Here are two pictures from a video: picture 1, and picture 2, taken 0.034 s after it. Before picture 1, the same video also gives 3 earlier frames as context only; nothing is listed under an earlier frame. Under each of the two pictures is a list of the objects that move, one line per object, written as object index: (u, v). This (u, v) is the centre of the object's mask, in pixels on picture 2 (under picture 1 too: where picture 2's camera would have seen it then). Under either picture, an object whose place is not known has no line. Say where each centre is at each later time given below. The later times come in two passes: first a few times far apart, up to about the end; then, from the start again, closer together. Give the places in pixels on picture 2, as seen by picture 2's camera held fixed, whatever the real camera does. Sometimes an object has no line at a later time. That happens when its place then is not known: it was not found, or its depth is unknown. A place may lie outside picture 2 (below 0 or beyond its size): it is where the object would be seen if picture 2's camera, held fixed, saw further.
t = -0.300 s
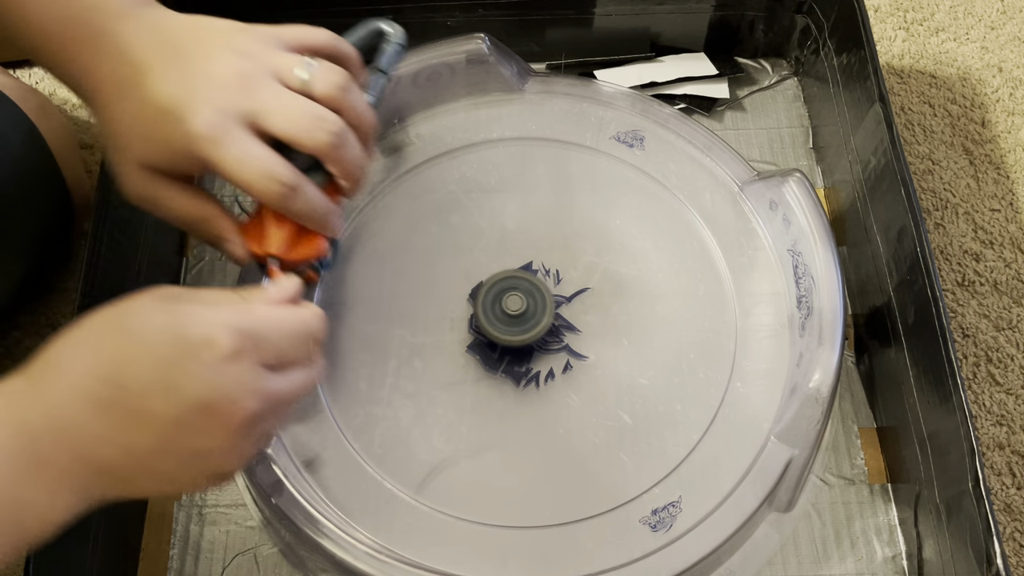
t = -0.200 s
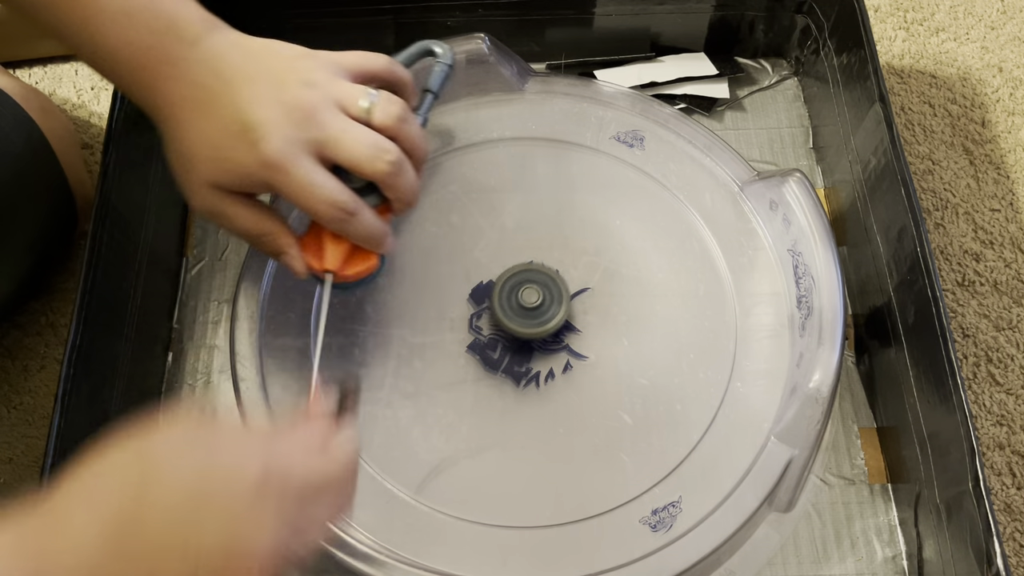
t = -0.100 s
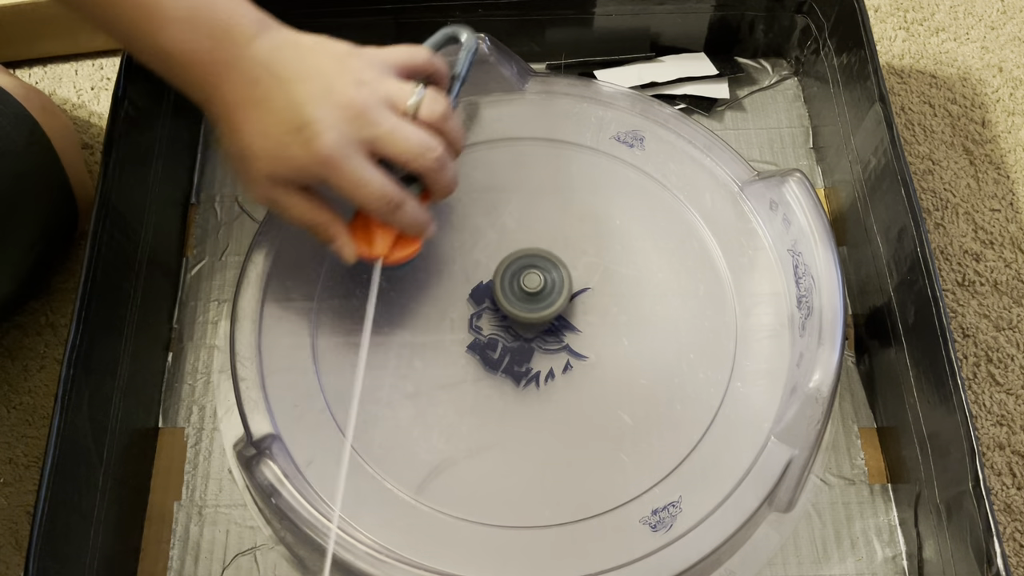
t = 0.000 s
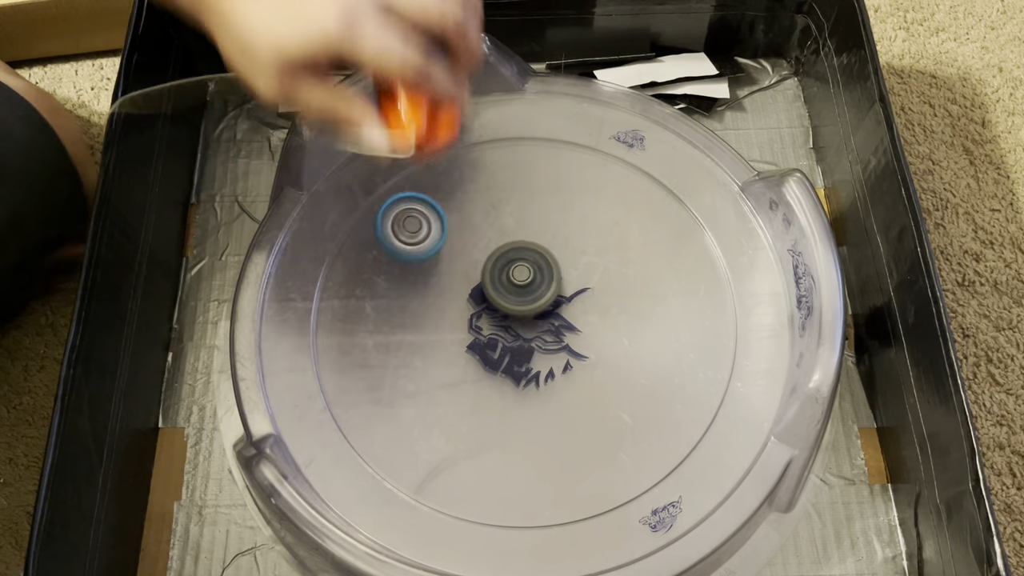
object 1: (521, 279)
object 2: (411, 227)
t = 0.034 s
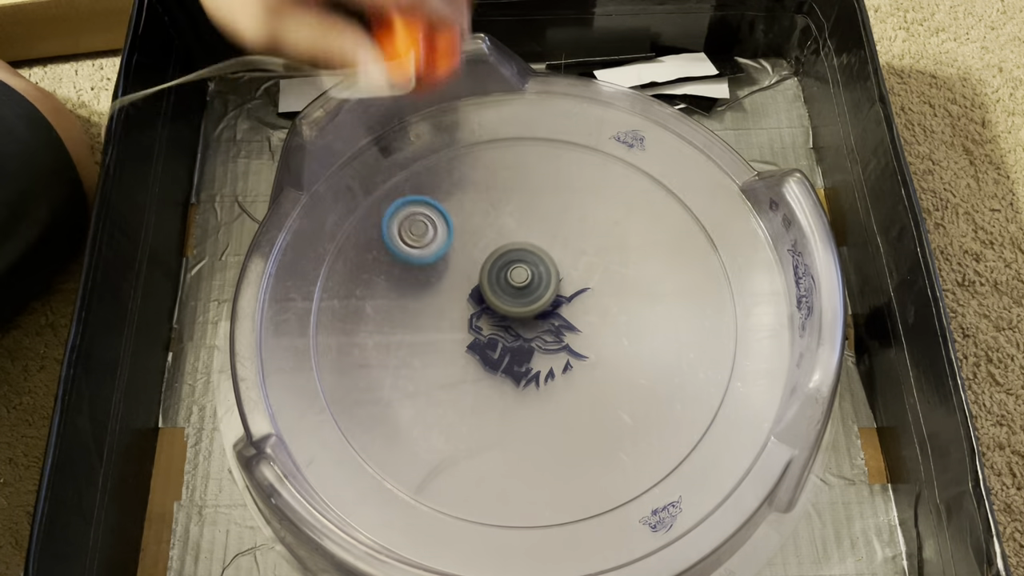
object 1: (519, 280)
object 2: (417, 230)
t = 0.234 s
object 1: (514, 302)
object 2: (465, 213)
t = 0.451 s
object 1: (541, 298)
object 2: (445, 197)
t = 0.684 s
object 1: (557, 291)
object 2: (518, 208)
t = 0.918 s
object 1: (543, 287)
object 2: (468, 232)
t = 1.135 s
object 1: (710, 383)
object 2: (359, 262)
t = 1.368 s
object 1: (706, 284)
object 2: (627, 311)
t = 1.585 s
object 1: (649, 219)
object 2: (495, 140)
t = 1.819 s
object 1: (566, 248)
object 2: (379, 362)
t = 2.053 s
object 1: (540, 330)
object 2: (720, 349)
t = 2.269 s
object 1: (576, 376)
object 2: (508, 133)
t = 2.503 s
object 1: (609, 373)
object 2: (371, 384)
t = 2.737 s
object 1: (595, 353)
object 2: (708, 406)
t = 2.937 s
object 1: (554, 355)
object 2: (630, 160)
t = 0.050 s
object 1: (517, 282)
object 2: (421, 234)
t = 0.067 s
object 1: (515, 283)
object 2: (423, 233)
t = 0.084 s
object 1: (513, 285)
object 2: (425, 234)
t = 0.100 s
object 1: (512, 286)
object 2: (429, 236)
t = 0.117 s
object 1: (511, 288)
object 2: (433, 237)
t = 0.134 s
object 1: (510, 291)
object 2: (439, 237)
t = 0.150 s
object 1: (509, 293)
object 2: (444, 236)
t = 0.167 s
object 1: (509, 295)
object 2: (449, 234)
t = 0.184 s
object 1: (509, 297)
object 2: (454, 230)
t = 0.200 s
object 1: (510, 299)
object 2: (459, 225)
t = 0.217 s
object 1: (512, 301)
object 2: (463, 219)
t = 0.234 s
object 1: (514, 302)
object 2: (465, 213)
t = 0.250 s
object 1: (516, 304)
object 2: (466, 206)
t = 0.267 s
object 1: (519, 305)
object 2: (465, 199)
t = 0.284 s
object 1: (521, 306)
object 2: (463, 193)
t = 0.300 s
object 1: (524, 307)
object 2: (459, 187)
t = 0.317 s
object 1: (526, 307)
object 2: (454, 184)
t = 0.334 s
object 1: (529, 307)
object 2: (450, 182)
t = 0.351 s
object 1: (531, 306)
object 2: (446, 181)
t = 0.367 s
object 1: (534, 306)
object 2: (445, 182)
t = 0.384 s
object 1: (536, 304)
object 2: (444, 183)
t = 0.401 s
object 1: (538, 303)
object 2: (444, 184)
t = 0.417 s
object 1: (539, 301)
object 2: (444, 187)
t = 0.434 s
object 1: (540, 299)
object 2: (444, 191)
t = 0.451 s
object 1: (541, 298)
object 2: (445, 197)
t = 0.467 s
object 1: (542, 296)
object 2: (445, 204)
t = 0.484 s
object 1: (542, 294)
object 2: (446, 212)
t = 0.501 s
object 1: (542, 293)
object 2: (450, 221)
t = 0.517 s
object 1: (541, 291)
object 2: (456, 230)
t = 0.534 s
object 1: (540, 289)
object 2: (465, 238)
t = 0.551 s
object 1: (539, 289)
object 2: (474, 243)
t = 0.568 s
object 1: (543, 292)
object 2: (479, 242)
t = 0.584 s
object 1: (548, 294)
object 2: (484, 241)
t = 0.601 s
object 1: (550, 295)
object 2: (491, 238)
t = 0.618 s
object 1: (552, 296)
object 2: (498, 234)
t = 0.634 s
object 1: (553, 295)
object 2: (504, 229)
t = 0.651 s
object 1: (555, 294)
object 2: (510, 222)
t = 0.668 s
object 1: (556, 293)
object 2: (514, 216)
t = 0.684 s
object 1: (557, 291)
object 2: (518, 208)
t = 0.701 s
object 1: (558, 290)
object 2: (518, 201)
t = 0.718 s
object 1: (558, 288)
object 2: (518, 194)
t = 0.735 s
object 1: (559, 286)
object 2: (516, 187)
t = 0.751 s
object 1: (559, 285)
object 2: (512, 181)
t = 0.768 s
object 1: (558, 284)
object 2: (506, 177)
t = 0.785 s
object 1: (557, 284)
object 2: (499, 175)
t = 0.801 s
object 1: (555, 283)
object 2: (491, 174)
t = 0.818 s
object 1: (553, 283)
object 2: (484, 176)
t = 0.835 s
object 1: (551, 283)
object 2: (477, 181)
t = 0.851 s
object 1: (550, 283)
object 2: (471, 188)
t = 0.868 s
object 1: (548, 283)
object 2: (466, 198)
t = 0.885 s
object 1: (546, 284)
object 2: (463, 208)
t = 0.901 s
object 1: (544, 285)
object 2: (464, 220)
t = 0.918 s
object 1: (543, 287)
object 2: (468, 232)
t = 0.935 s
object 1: (542, 289)
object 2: (474, 243)
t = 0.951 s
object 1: (555, 303)
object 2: (468, 240)
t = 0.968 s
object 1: (580, 325)
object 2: (445, 224)
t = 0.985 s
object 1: (599, 341)
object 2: (427, 211)
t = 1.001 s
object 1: (618, 357)
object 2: (411, 202)
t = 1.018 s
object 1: (635, 369)
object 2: (396, 196)
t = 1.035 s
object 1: (650, 378)
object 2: (383, 193)
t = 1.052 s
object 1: (663, 384)
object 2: (372, 195)
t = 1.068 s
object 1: (677, 388)
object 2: (363, 202)
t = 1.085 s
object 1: (686, 390)
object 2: (358, 215)
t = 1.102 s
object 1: (696, 390)
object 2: (356, 230)
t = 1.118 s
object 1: (703, 388)
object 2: (356, 245)
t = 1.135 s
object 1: (710, 383)
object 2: (359, 262)
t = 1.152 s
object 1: (717, 378)
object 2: (365, 278)
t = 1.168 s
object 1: (723, 372)
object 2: (374, 296)
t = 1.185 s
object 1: (728, 366)
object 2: (387, 315)
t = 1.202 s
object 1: (730, 359)
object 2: (402, 331)
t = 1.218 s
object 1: (727, 347)
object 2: (421, 346)
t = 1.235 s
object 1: (725, 336)
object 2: (443, 357)
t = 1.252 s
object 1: (722, 326)
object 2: (466, 365)
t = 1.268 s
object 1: (719, 319)
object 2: (491, 369)
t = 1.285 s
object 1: (717, 311)
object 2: (516, 370)
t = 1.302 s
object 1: (715, 305)
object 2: (541, 365)
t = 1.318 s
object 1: (713, 298)
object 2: (566, 357)
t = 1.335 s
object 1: (710, 293)
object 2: (591, 345)
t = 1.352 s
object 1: (708, 288)
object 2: (610, 330)
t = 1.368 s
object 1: (706, 284)
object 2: (627, 311)
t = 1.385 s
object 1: (716, 275)
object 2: (628, 296)
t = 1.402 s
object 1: (723, 265)
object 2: (628, 279)
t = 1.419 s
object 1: (721, 257)
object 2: (628, 261)
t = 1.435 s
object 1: (709, 249)
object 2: (626, 241)
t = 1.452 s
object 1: (699, 242)
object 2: (620, 220)
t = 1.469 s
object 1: (693, 236)
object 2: (612, 201)
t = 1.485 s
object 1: (685, 231)
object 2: (600, 186)
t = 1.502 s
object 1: (679, 228)
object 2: (585, 171)
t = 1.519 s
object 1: (672, 225)
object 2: (568, 160)
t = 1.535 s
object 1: (666, 223)
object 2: (551, 151)
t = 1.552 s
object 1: (660, 221)
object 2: (532, 144)
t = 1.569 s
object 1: (655, 220)
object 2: (513, 141)
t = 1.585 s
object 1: (649, 219)
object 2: (495, 140)
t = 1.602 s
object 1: (643, 218)
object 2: (475, 142)
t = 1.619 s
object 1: (638, 218)
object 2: (456, 146)
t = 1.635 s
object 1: (632, 218)
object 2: (438, 154)
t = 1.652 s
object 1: (626, 218)
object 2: (421, 164)
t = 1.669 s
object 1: (619, 219)
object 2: (405, 176)
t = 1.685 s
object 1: (612, 220)
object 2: (391, 191)
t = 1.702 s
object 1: (606, 222)
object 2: (380, 207)
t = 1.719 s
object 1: (599, 224)
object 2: (370, 226)
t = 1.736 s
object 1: (593, 227)
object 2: (363, 246)
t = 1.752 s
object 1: (588, 230)
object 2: (358, 269)
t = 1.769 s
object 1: (582, 235)
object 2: (358, 291)
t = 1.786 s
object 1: (576, 239)
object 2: (360, 315)
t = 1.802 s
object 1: (571, 243)
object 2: (368, 339)
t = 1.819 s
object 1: (566, 248)
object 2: (379, 362)
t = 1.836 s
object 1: (562, 254)
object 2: (395, 385)
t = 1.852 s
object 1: (558, 259)
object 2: (417, 406)
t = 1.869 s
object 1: (554, 265)
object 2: (441, 424)
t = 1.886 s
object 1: (550, 271)
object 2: (467, 437)
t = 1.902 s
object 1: (547, 275)
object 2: (497, 446)
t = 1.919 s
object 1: (545, 281)
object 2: (528, 450)
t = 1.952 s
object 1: (541, 294)
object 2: (591, 445)
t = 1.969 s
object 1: (539, 300)
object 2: (621, 436)
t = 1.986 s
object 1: (539, 306)
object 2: (646, 423)
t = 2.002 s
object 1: (538, 312)
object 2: (670, 407)
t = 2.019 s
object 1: (538, 318)
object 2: (690, 388)
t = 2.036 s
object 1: (539, 324)
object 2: (707, 368)
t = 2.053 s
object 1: (540, 330)
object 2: (720, 349)
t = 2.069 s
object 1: (542, 335)
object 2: (732, 328)
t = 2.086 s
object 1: (543, 340)
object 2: (733, 300)
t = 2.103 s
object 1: (545, 345)
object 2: (723, 272)
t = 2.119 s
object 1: (548, 351)
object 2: (713, 247)
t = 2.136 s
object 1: (551, 355)
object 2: (703, 223)
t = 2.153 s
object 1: (553, 359)
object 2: (694, 201)
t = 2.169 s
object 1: (556, 362)
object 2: (674, 182)
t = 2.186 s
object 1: (559, 365)
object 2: (655, 167)
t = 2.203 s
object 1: (562, 368)
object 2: (629, 154)
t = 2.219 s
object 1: (565, 370)
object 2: (602, 142)
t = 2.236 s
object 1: (568, 373)
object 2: (570, 134)
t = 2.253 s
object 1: (572, 374)
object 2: (538, 132)
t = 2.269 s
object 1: (576, 376)
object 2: (508, 133)
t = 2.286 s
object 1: (579, 378)
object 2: (480, 136)
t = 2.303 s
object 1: (582, 379)
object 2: (454, 142)
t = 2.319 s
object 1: (585, 380)
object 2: (432, 150)
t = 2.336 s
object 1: (589, 380)
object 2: (413, 162)
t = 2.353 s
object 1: (592, 380)
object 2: (396, 177)
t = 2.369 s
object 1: (595, 380)
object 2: (381, 194)
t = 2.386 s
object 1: (598, 380)
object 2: (370, 214)
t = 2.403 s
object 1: (601, 379)
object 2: (360, 236)
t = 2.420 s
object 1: (602, 379)
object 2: (353, 258)
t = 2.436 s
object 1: (604, 378)
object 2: (350, 282)
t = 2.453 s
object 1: (605, 377)
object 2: (349, 308)
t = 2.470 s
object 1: (606, 376)
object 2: (350, 332)
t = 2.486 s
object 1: (608, 375)
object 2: (356, 358)
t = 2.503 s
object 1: (609, 373)
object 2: (371, 384)
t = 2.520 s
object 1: (610, 372)
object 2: (385, 408)
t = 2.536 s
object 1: (610, 370)
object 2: (404, 429)
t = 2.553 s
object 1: (611, 369)
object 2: (427, 450)
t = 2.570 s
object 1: (610, 367)
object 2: (452, 467)
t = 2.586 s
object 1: (610, 365)
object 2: (478, 480)
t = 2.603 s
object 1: (609, 364)
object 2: (507, 489)
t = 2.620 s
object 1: (608, 362)
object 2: (537, 496)
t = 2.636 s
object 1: (607, 360)
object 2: (566, 499)
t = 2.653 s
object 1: (605, 359)
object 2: (596, 499)
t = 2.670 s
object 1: (603, 357)
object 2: (623, 488)
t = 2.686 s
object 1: (602, 356)
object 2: (648, 464)
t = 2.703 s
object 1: (600, 354)
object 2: (671, 443)
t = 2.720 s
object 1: (598, 353)
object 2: (691, 424)
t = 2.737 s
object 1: (595, 353)
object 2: (708, 406)
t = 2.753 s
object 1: (592, 352)
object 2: (720, 382)
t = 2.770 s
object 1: (589, 350)
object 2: (725, 357)
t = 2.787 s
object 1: (586, 349)
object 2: (730, 329)
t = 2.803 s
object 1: (582, 349)
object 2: (731, 305)
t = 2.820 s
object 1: (578, 349)
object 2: (728, 281)
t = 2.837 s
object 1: (574, 349)
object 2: (716, 256)
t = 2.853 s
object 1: (571, 350)
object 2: (704, 232)
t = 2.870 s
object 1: (567, 350)
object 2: (692, 212)
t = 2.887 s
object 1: (564, 351)
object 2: (678, 195)
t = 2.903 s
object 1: (561, 353)
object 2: (664, 181)
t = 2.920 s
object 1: (557, 354)
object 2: (648, 169)
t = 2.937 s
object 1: (554, 355)
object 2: (630, 160)
